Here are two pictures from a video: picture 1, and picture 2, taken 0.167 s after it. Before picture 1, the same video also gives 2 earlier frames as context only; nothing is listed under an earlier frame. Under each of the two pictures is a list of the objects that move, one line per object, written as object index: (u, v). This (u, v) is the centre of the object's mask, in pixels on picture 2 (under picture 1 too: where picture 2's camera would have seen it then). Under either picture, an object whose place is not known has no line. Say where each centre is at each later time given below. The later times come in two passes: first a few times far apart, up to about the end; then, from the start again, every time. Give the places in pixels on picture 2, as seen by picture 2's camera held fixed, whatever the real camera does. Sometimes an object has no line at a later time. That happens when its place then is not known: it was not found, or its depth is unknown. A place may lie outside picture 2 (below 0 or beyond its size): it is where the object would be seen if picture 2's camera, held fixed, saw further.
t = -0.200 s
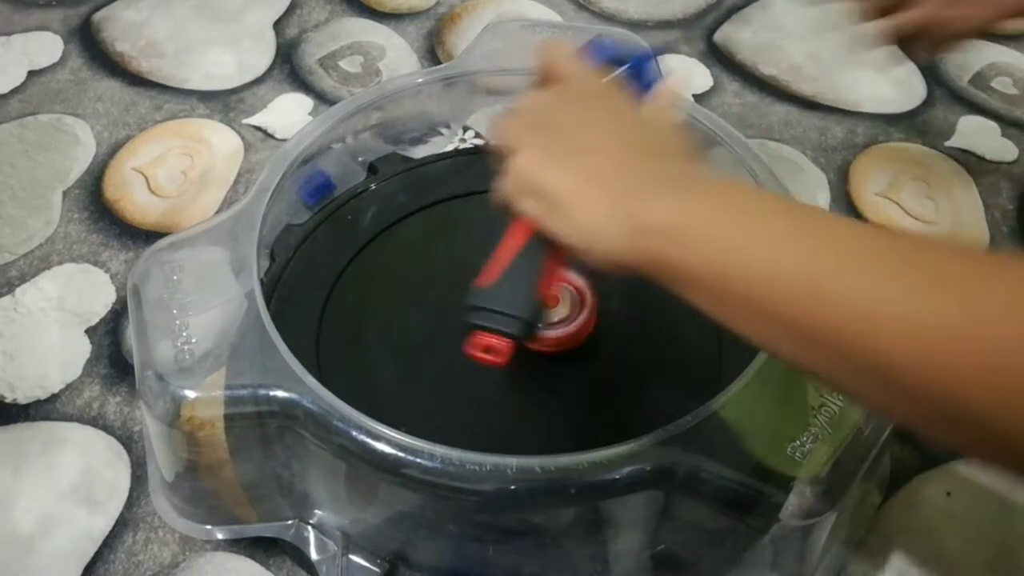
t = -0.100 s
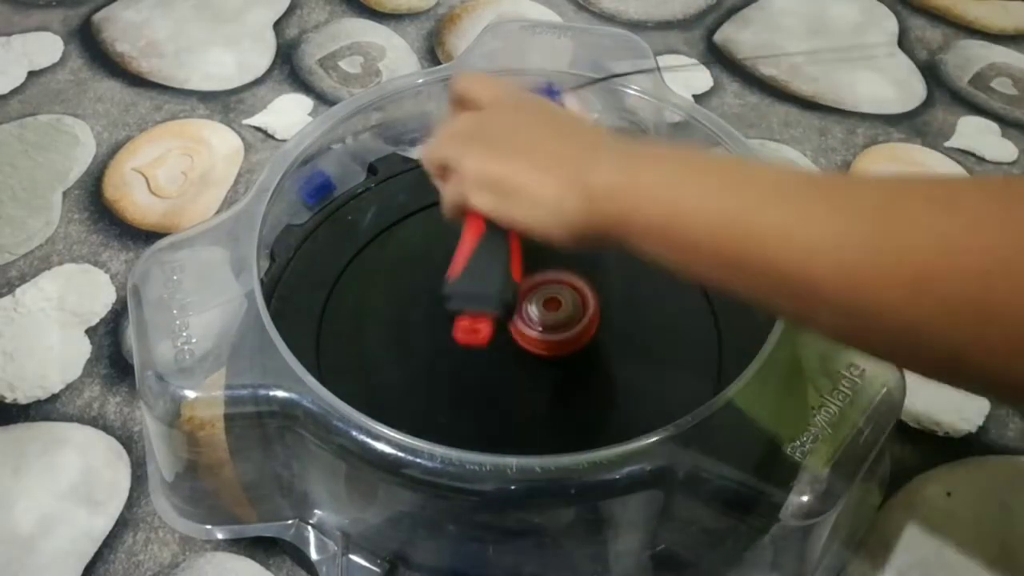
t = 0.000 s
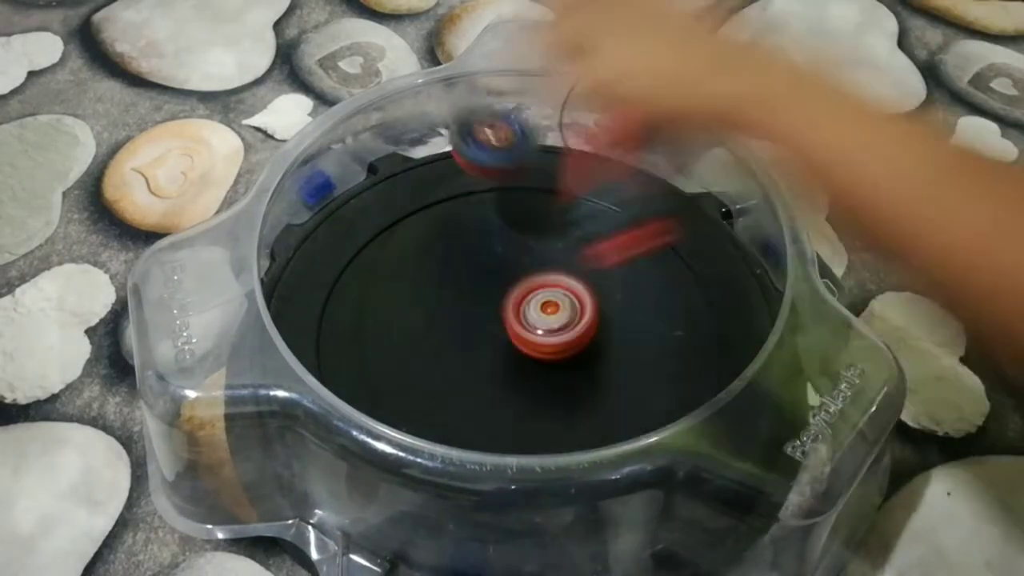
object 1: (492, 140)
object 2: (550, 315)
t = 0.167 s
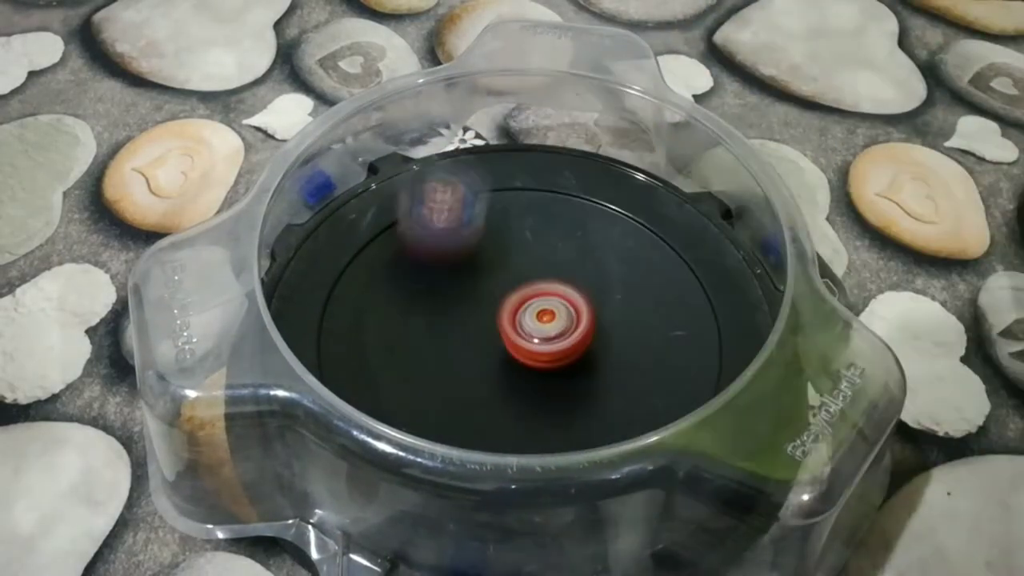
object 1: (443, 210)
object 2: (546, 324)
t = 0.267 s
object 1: (402, 256)
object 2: (544, 327)
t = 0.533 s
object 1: (543, 428)
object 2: (543, 340)
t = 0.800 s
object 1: (664, 222)
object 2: (540, 344)
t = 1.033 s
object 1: (333, 326)
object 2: (530, 343)
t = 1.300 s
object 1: (699, 266)
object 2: (515, 342)
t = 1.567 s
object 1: (334, 337)
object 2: (502, 339)
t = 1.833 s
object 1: (703, 274)
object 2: (492, 329)
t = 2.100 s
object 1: (327, 306)
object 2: (496, 319)
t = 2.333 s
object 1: (696, 367)
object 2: (501, 316)
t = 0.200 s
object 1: (430, 225)
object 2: (547, 325)
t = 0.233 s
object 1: (414, 233)
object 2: (546, 326)
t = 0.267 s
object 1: (402, 256)
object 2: (544, 327)
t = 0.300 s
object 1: (390, 290)
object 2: (543, 328)
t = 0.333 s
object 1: (383, 317)
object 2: (542, 329)
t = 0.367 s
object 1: (381, 349)
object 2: (541, 331)
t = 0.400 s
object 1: (396, 378)
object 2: (541, 334)
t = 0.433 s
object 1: (419, 398)
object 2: (540, 336)
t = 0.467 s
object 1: (453, 414)
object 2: (540, 337)
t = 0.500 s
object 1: (495, 425)
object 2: (541, 338)
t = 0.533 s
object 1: (543, 428)
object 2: (543, 340)
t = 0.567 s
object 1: (593, 422)
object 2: (543, 341)
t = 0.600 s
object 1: (638, 406)
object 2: (544, 342)
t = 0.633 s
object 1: (676, 387)
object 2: (544, 343)
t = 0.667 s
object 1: (707, 358)
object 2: (544, 345)
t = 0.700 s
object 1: (717, 329)
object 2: (544, 346)
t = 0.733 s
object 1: (714, 289)
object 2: (543, 346)
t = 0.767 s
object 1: (699, 252)
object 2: (542, 345)
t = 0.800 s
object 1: (664, 222)
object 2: (540, 344)
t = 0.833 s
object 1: (608, 193)
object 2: (539, 343)
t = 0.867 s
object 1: (550, 178)
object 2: (538, 343)
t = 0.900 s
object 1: (492, 178)
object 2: (536, 342)
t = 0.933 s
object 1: (431, 195)
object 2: (535, 341)
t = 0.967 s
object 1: (371, 231)
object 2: (533, 341)
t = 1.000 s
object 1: (335, 281)
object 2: (532, 342)
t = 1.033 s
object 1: (333, 326)
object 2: (530, 343)
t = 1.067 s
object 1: (362, 372)
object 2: (528, 343)
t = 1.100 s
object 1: (414, 412)
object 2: (526, 344)
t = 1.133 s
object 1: (498, 437)
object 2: (524, 344)
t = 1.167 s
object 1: (578, 433)
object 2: (522, 344)
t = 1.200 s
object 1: (658, 401)
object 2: (520, 343)
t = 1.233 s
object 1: (695, 368)
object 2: (519, 343)
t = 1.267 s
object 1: (719, 318)
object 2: (517, 342)
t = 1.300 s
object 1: (699, 266)
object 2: (515, 342)
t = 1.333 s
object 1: (662, 224)
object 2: (513, 341)
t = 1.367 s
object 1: (602, 191)
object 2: (512, 341)
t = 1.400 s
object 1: (532, 177)
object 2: (510, 341)
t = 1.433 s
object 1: (471, 183)
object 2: (509, 340)
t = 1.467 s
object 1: (408, 204)
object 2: (507, 340)
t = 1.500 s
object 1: (356, 241)
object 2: (506, 340)
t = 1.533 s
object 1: (328, 290)
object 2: (504, 339)
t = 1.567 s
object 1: (334, 337)
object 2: (502, 339)
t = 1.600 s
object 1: (369, 384)
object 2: (500, 338)
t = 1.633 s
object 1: (433, 422)
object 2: (497, 337)
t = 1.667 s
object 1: (510, 437)
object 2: (496, 336)
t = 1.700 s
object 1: (589, 430)
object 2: (494, 335)
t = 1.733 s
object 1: (649, 406)
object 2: (492, 333)
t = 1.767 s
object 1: (690, 370)
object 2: (491, 332)
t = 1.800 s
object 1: (715, 328)
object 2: (491, 330)
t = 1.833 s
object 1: (703, 274)
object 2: (492, 329)
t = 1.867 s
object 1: (671, 234)
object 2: (492, 327)
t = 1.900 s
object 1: (614, 198)
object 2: (493, 326)
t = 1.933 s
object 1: (556, 179)
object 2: (493, 325)
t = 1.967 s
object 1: (497, 177)
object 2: (495, 324)
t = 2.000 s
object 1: (436, 189)
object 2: (495, 323)
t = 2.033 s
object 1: (383, 218)
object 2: (496, 322)
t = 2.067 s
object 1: (341, 261)
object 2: (496, 321)
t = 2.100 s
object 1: (327, 306)
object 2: (496, 319)
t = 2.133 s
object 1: (343, 353)
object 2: (497, 318)
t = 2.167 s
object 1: (385, 397)
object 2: (497, 317)
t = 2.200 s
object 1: (450, 427)
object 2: (498, 315)
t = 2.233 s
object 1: (521, 438)
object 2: (499, 315)
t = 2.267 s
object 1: (597, 429)
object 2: (500, 315)
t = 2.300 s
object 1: (654, 401)
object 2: (500, 315)
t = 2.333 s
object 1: (696, 367)
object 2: (501, 316)
